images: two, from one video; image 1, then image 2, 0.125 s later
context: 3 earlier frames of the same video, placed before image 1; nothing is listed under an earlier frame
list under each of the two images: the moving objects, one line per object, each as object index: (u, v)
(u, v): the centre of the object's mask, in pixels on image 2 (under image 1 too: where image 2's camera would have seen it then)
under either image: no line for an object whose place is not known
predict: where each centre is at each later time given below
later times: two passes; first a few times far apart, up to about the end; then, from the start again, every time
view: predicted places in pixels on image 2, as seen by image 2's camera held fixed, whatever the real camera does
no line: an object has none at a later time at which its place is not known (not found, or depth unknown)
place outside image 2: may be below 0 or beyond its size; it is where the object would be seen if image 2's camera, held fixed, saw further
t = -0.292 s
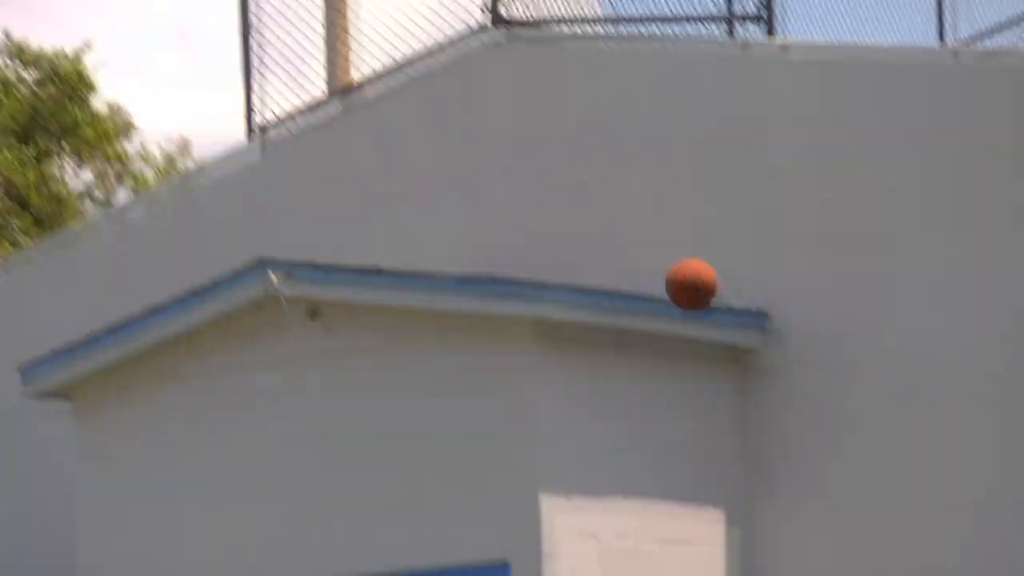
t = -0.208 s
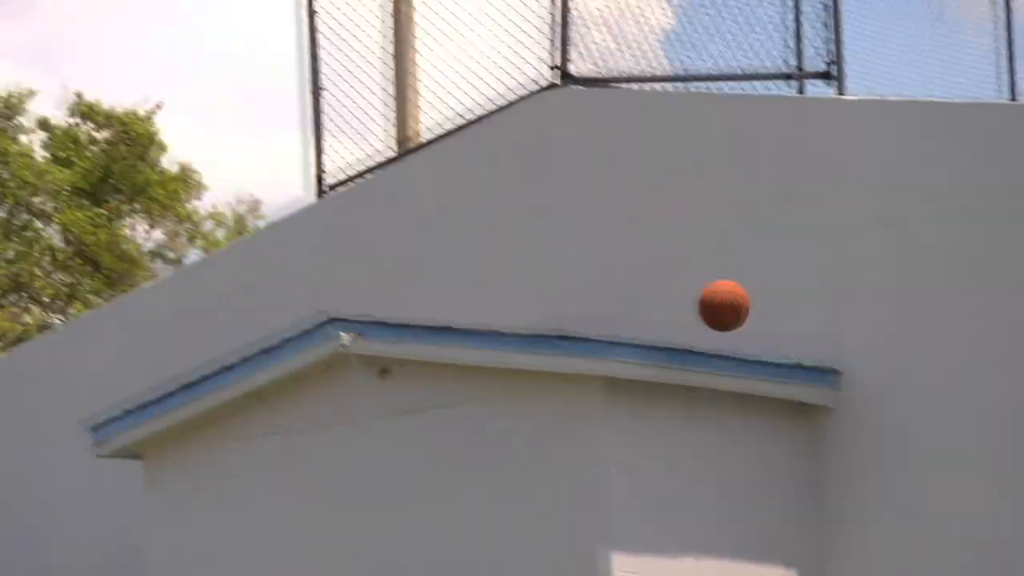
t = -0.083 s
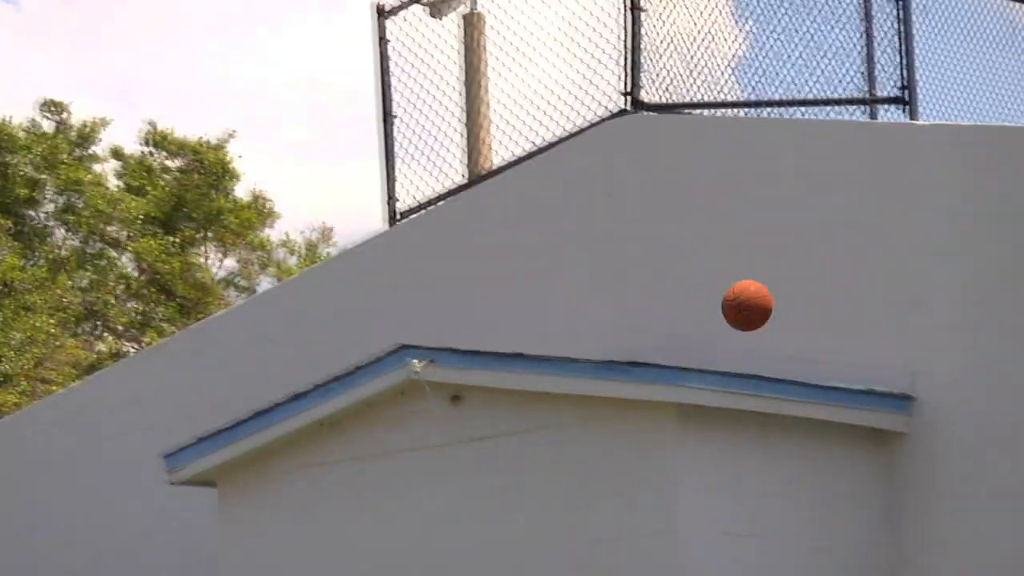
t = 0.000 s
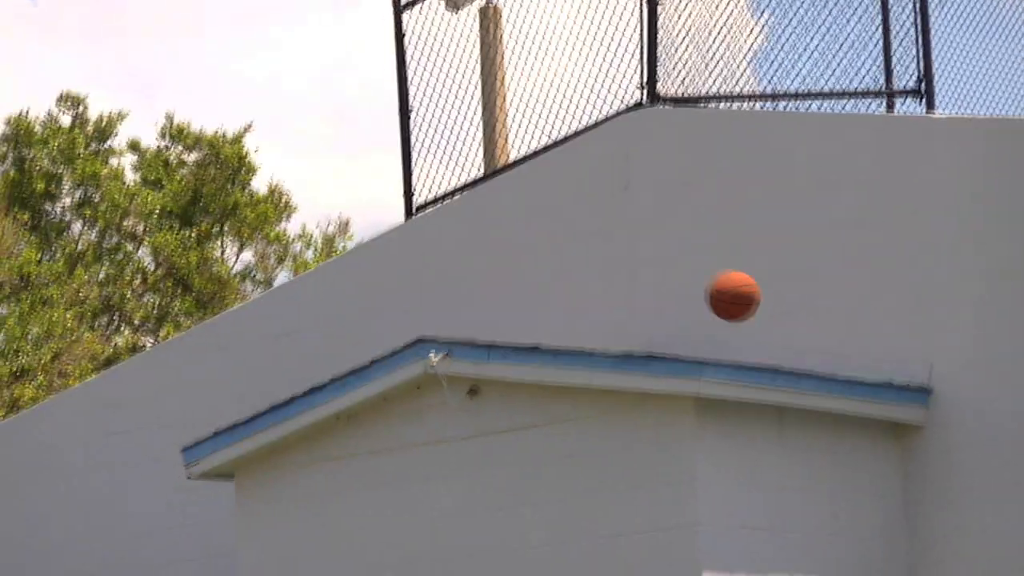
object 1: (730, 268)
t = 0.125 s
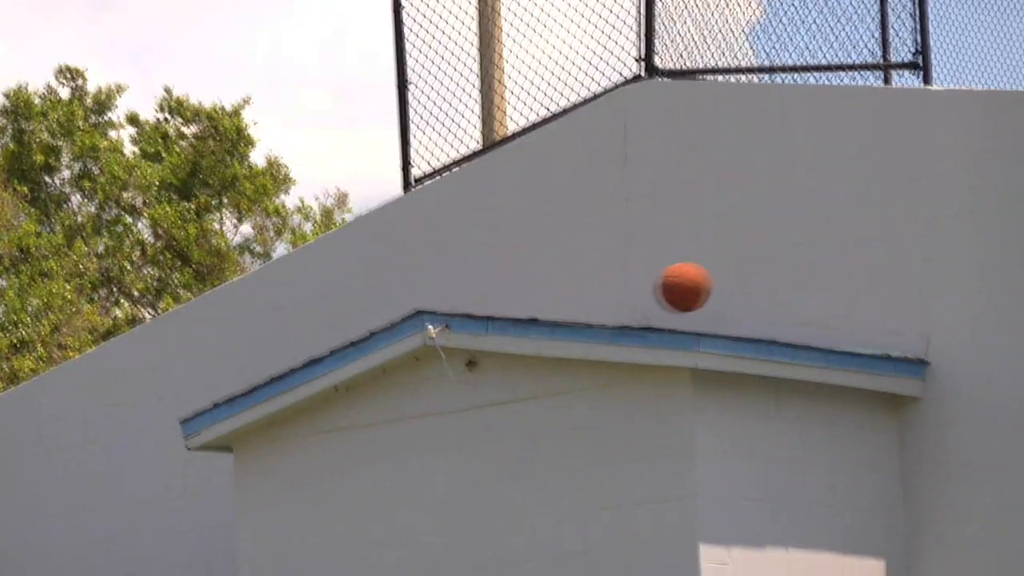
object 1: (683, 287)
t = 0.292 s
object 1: (650, 293)
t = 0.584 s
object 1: (623, 297)
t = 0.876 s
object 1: (606, 298)
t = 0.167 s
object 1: (670, 299)
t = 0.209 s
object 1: (659, 304)
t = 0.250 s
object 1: (655, 298)
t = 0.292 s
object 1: (650, 293)
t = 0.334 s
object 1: (646, 292)
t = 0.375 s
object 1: (643, 293)
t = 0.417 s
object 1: (639, 297)
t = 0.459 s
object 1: (635, 303)
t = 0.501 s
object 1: (631, 301)
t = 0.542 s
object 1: (627, 298)
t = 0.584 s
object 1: (623, 297)
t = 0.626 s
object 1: (619, 300)
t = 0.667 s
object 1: (616, 301)
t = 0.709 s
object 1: (613, 298)
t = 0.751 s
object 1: (611, 298)
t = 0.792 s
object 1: (610, 300)
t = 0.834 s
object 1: (607, 300)
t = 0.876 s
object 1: (606, 298)
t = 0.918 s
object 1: (604, 300)
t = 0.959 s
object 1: (603, 299)
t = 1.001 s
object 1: (602, 299)
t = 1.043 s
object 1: (601, 299)
